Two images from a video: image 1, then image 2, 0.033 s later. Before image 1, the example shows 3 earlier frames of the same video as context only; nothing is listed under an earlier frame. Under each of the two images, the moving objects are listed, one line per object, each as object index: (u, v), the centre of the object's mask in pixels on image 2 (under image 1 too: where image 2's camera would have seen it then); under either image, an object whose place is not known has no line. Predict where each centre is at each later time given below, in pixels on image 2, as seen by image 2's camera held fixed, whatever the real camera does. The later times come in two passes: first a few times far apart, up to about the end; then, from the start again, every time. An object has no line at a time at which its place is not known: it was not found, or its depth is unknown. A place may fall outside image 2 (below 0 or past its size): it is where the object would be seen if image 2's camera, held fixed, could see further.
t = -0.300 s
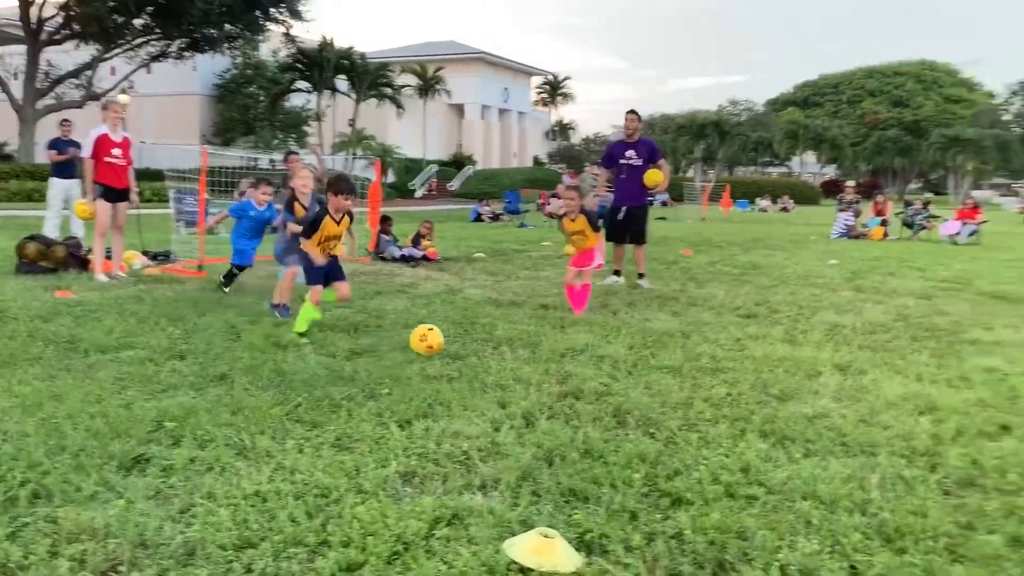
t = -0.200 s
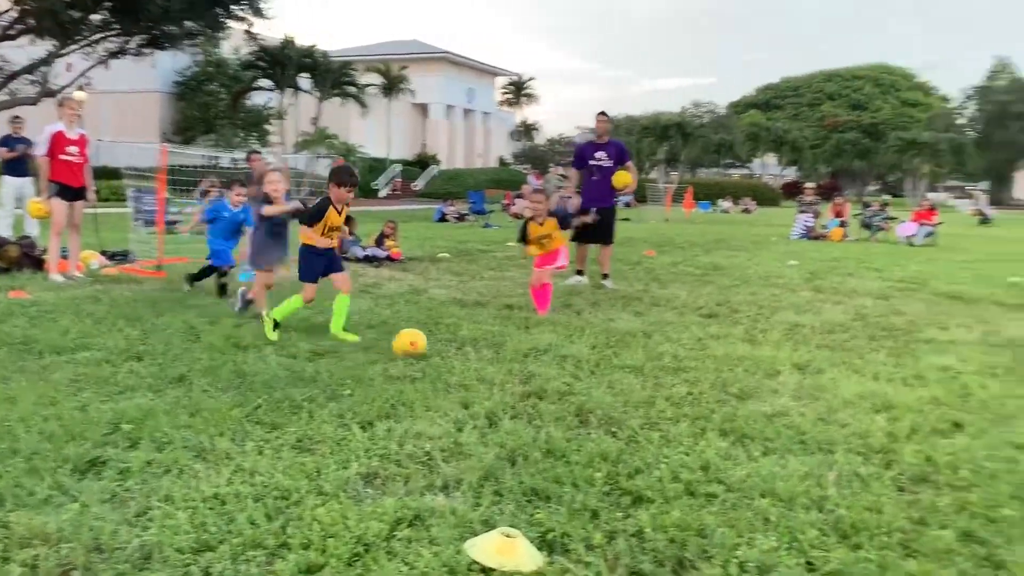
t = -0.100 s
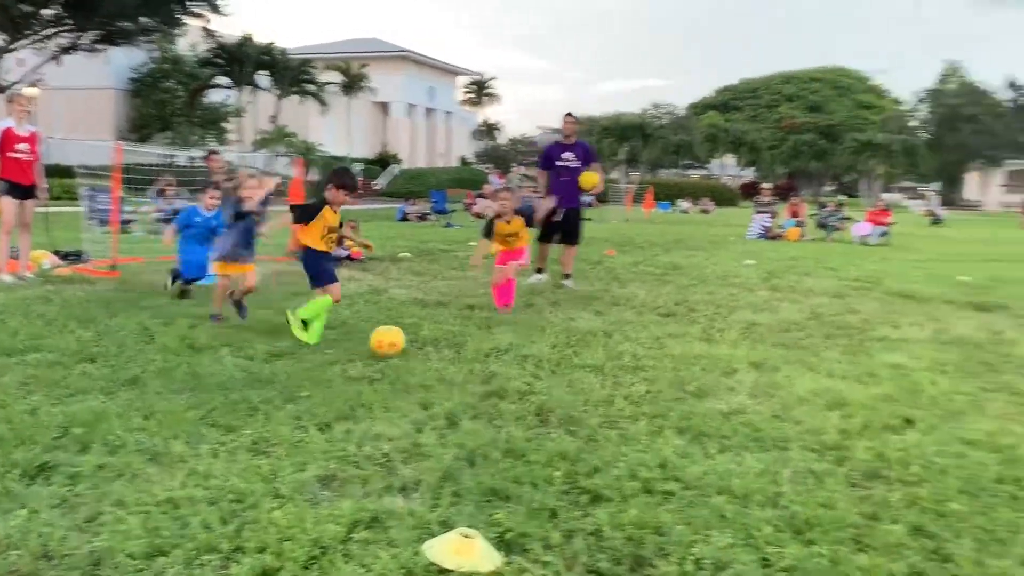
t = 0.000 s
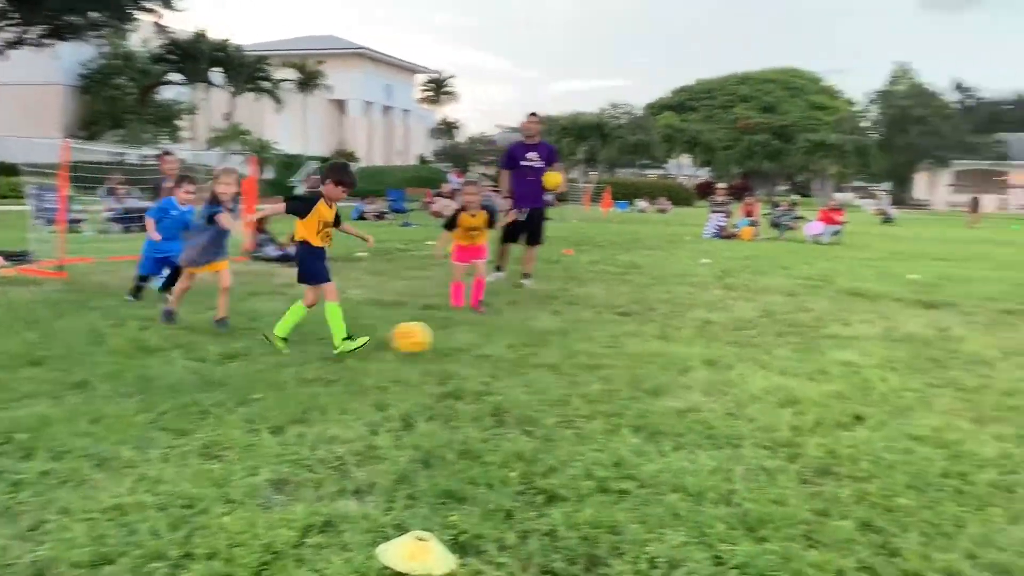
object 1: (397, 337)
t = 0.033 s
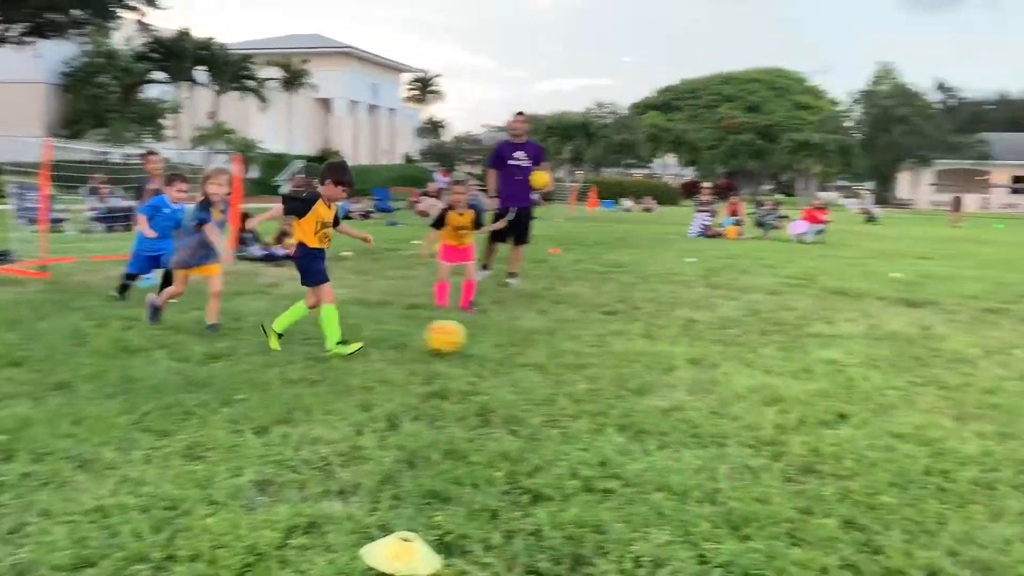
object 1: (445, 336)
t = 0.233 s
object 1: (705, 347)
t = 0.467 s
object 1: (909, 354)
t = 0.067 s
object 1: (492, 336)
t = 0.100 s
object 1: (539, 338)
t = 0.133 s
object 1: (584, 341)
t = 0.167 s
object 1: (627, 344)
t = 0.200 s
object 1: (669, 346)
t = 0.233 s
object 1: (705, 347)
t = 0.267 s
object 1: (737, 346)
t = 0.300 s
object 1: (767, 345)
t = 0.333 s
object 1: (797, 345)
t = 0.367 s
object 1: (826, 346)
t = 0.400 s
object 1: (855, 348)
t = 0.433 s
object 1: (883, 351)
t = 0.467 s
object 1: (909, 354)
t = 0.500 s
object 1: (934, 355)
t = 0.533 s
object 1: (957, 354)
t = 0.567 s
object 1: (980, 354)
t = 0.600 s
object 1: (1000, 354)
